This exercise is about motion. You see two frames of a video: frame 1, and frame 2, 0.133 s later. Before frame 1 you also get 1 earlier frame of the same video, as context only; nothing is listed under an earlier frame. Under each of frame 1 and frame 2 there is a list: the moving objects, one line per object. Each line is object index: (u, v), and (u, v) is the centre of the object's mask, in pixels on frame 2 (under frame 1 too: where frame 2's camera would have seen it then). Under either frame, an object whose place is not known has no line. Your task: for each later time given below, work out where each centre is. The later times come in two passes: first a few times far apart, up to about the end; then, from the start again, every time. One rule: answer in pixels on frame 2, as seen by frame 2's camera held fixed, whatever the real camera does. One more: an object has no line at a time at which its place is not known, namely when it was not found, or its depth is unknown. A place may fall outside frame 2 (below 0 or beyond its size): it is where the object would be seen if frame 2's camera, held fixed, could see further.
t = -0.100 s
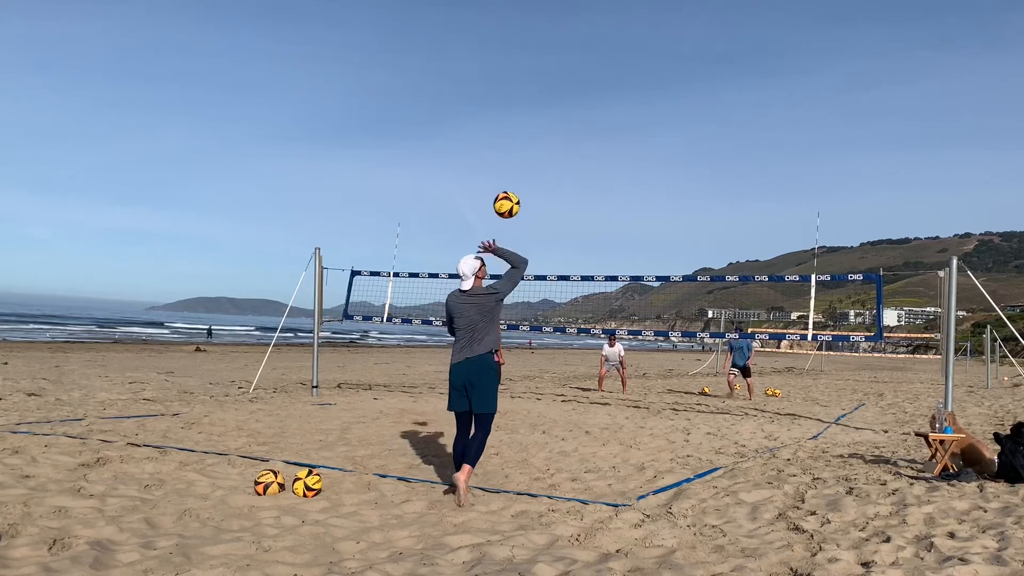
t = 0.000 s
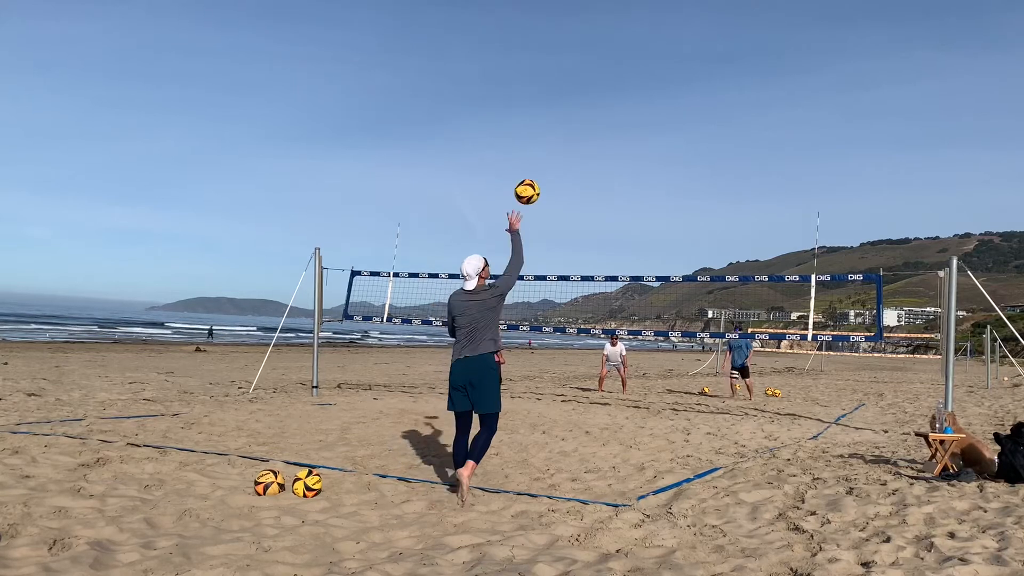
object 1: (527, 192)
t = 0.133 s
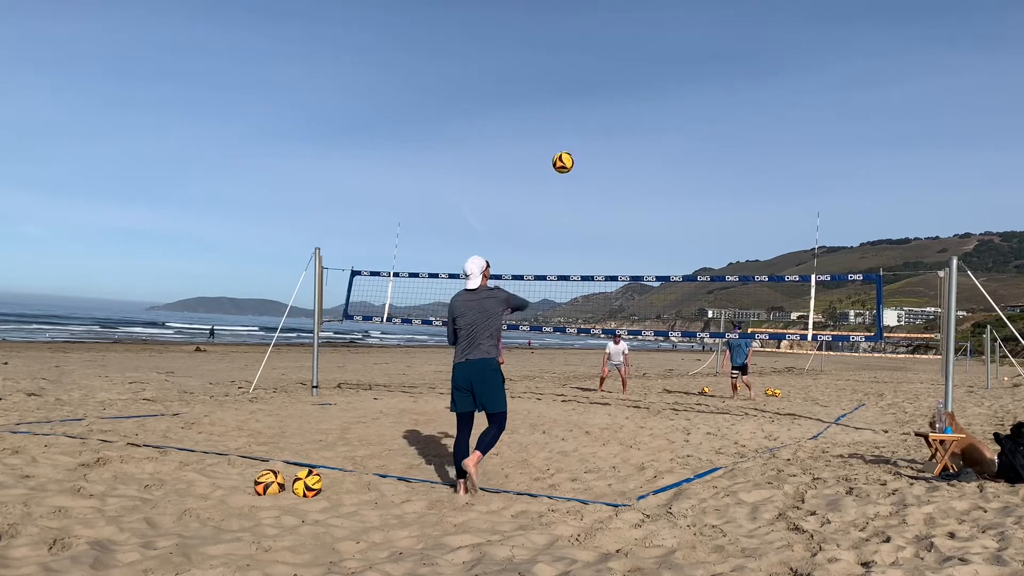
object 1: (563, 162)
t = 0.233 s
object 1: (582, 156)
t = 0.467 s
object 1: (613, 172)
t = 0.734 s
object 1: (633, 226)
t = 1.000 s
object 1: (636, 290)
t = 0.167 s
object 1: (570, 159)
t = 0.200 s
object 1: (576, 157)
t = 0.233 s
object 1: (582, 156)
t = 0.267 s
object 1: (587, 155)
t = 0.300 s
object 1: (592, 156)
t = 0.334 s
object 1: (597, 158)
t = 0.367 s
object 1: (601, 160)
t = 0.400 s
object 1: (605, 164)
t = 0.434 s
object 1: (609, 167)
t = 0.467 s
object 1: (613, 172)
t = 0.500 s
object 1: (616, 177)
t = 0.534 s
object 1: (619, 183)
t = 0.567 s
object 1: (622, 189)
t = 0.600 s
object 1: (624, 195)
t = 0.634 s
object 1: (627, 203)
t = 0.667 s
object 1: (629, 210)
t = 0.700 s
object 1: (631, 218)
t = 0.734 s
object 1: (633, 226)
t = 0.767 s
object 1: (634, 235)
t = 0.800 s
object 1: (635, 244)
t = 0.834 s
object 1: (636, 253)
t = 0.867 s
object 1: (637, 263)
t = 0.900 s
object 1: (639, 273)
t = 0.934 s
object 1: (638, 279)
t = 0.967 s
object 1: (638, 284)
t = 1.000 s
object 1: (636, 290)
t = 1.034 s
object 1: (634, 297)
